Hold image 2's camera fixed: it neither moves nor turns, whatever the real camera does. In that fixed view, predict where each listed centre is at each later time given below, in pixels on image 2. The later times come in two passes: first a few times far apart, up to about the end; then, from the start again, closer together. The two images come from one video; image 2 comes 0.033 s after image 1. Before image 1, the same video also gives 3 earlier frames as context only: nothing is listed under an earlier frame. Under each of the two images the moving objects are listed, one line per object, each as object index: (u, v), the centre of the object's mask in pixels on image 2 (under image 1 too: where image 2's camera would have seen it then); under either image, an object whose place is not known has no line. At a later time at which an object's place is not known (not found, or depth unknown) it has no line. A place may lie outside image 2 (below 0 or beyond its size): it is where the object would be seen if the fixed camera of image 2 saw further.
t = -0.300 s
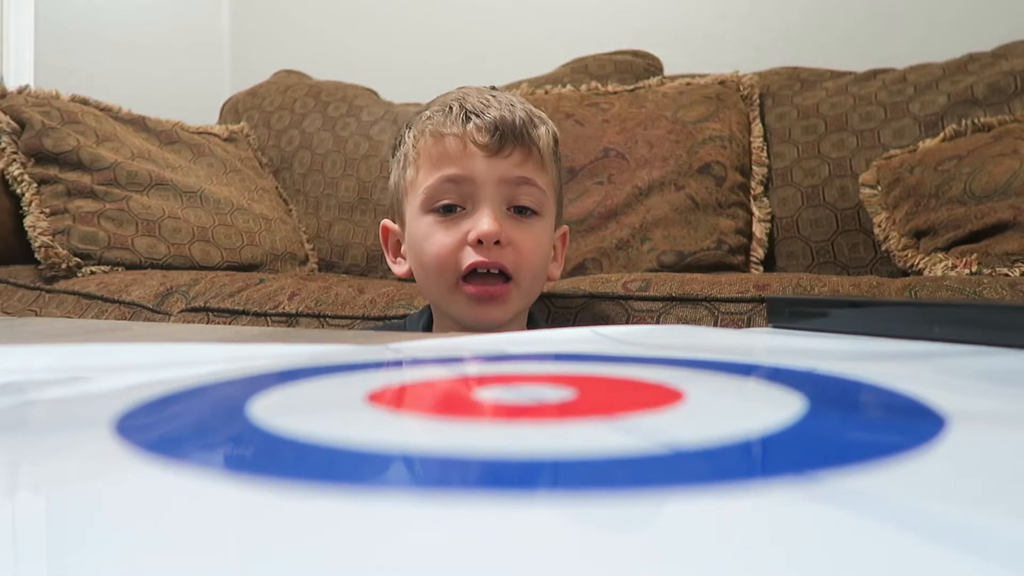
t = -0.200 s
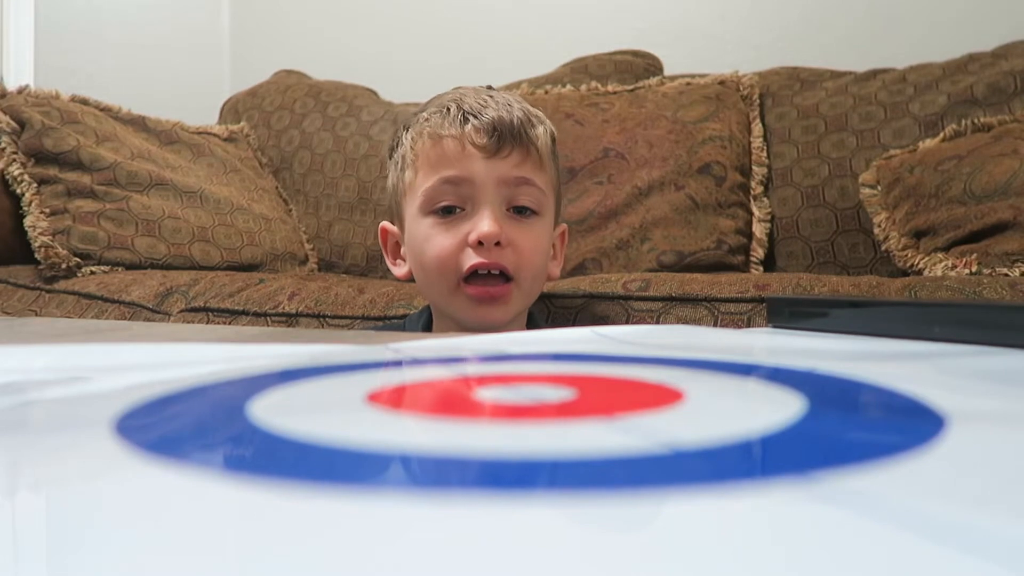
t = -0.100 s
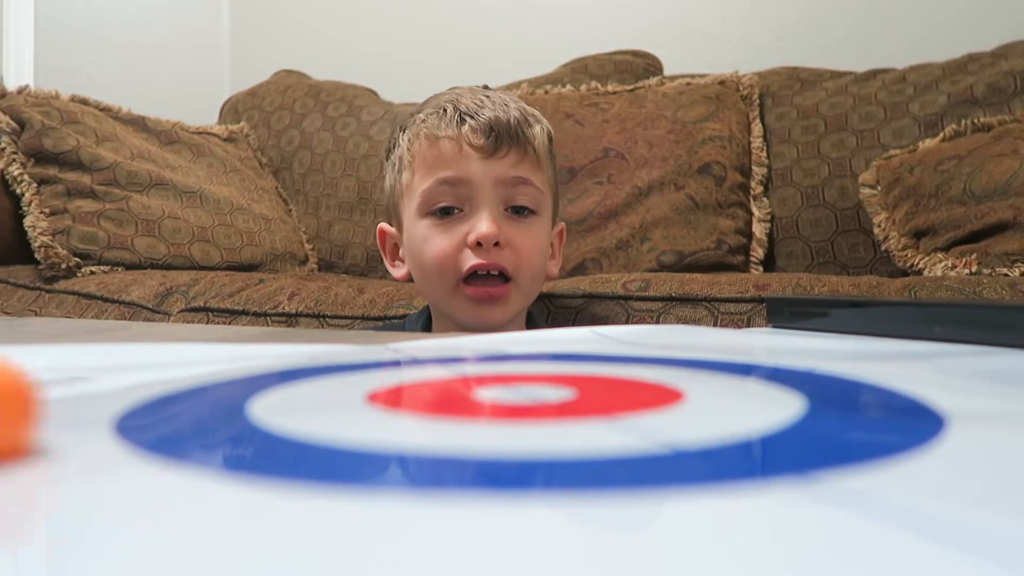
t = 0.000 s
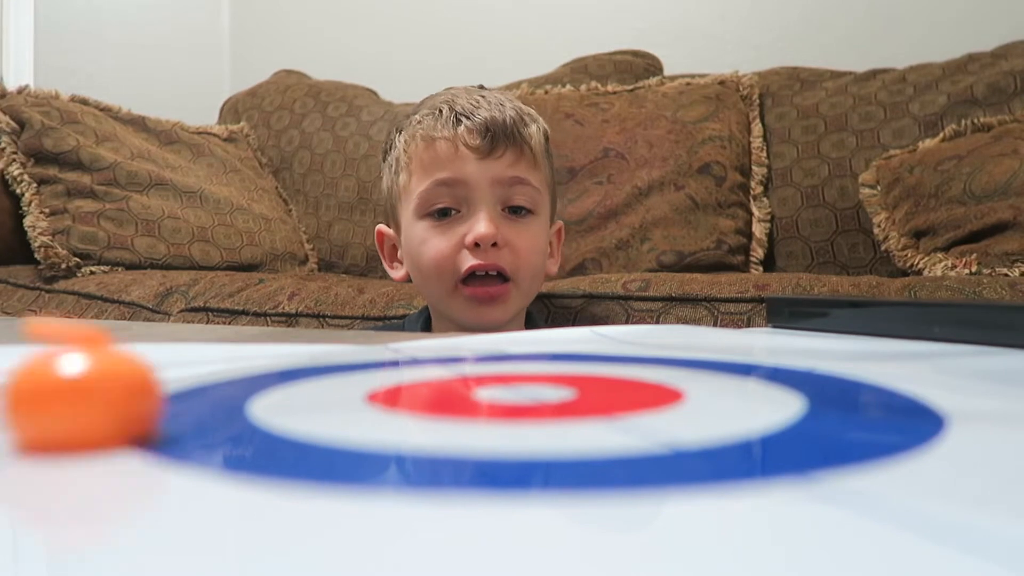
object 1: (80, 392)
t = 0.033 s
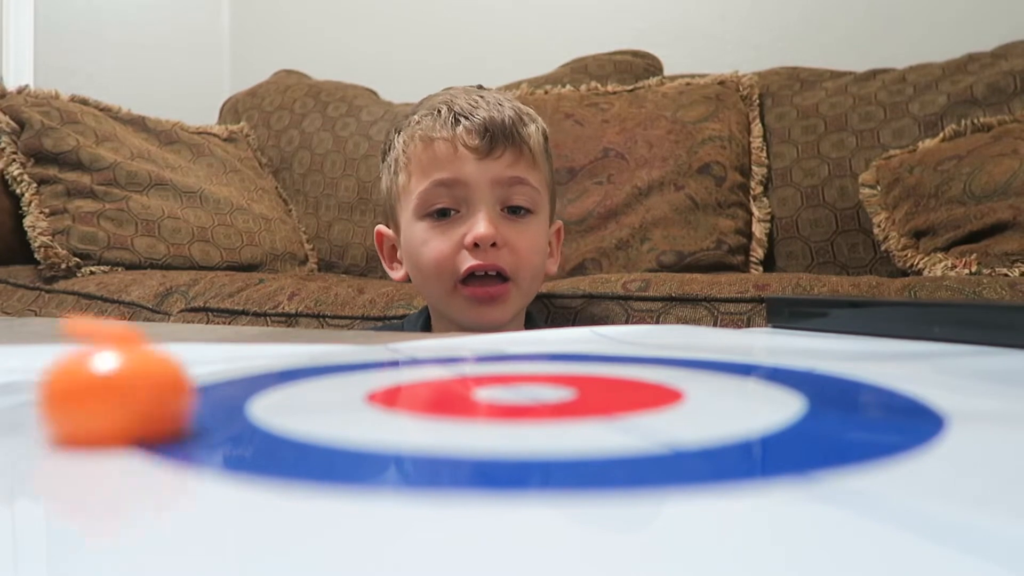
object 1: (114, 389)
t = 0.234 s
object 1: (238, 375)
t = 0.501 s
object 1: (268, 368)
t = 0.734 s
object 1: (268, 368)
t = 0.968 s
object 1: (268, 368)
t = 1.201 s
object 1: (268, 368)
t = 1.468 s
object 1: (269, 368)
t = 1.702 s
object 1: (269, 368)
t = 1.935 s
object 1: (269, 368)
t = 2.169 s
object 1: (269, 368)
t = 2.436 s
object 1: (269, 368)
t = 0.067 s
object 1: (144, 386)
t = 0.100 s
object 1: (170, 385)
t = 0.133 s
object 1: (190, 381)
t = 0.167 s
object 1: (210, 379)
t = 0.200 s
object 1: (225, 377)
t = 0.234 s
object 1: (238, 375)
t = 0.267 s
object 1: (249, 374)
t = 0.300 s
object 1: (256, 372)
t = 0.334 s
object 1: (262, 371)
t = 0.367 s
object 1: (265, 369)
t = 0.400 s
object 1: (267, 368)
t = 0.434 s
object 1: (268, 368)
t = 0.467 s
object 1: (268, 368)
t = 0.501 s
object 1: (268, 368)
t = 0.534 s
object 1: (269, 368)
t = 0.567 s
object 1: (268, 368)
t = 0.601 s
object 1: (268, 368)
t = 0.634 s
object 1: (268, 368)
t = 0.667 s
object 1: (268, 368)
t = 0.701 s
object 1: (268, 368)
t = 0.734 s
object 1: (268, 368)
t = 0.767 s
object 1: (268, 368)
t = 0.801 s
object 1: (268, 368)
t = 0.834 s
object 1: (268, 368)
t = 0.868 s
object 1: (268, 368)
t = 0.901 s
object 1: (268, 368)
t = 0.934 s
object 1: (268, 368)
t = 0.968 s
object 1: (268, 368)
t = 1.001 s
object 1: (268, 368)
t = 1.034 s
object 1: (268, 368)
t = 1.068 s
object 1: (268, 368)
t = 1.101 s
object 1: (268, 368)
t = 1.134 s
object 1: (268, 368)
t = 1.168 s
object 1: (268, 368)
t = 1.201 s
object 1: (268, 368)
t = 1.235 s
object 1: (268, 368)
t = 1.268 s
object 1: (268, 368)
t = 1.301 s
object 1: (268, 368)
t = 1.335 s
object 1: (269, 368)
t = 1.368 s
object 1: (269, 368)
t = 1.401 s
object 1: (269, 368)
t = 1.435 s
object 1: (269, 368)
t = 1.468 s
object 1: (269, 368)
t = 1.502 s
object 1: (269, 368)
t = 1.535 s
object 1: (269, 368)
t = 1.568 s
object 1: (269, 368)
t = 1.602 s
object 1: (269, 368)
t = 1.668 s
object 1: (269, 368)
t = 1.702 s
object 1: (269, 368)
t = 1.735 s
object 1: (269, 368)
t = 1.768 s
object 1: (269, 368)
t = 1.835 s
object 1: (269, 368)
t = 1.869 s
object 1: (269, 368)
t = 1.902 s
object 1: (269, 368)
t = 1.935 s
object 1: (269, 368)
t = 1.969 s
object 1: (269, 368)
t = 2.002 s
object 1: (269, 368)
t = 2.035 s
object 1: (269, 368)
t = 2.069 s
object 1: (269, 368)
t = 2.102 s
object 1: (269, 368)
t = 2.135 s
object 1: (269, 368)
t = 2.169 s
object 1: (269, 368)
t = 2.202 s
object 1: (269, 368)
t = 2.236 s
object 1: (269, 368)
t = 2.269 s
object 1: (269, 368)
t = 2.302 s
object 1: (269, 368)
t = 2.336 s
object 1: (269, 368)
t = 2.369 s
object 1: (269, 368)
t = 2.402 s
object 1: (269, 368)
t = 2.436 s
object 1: (269, 368)
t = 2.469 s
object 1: (269, 368)
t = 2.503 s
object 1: (269, 368)
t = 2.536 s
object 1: (269, 368)
